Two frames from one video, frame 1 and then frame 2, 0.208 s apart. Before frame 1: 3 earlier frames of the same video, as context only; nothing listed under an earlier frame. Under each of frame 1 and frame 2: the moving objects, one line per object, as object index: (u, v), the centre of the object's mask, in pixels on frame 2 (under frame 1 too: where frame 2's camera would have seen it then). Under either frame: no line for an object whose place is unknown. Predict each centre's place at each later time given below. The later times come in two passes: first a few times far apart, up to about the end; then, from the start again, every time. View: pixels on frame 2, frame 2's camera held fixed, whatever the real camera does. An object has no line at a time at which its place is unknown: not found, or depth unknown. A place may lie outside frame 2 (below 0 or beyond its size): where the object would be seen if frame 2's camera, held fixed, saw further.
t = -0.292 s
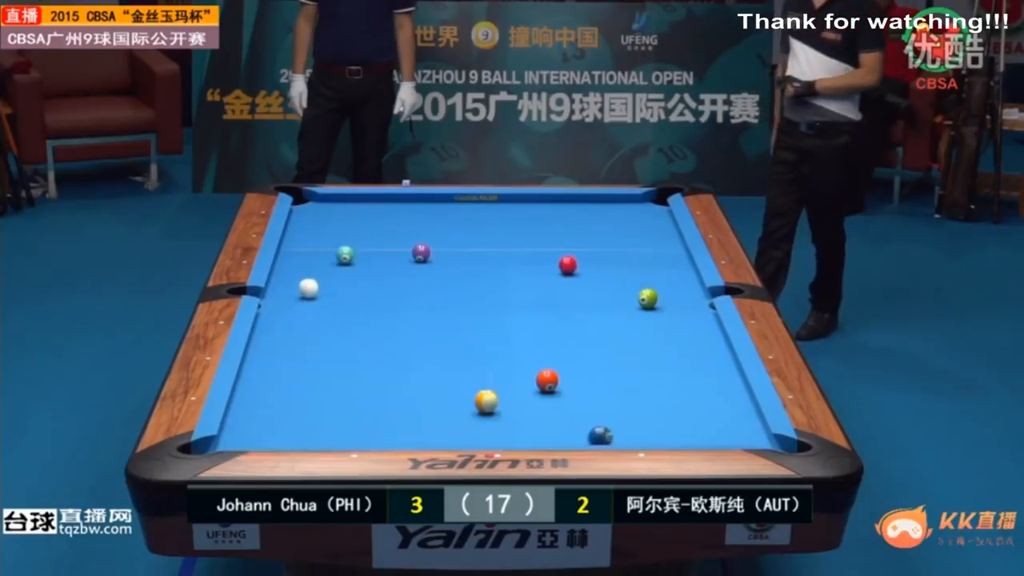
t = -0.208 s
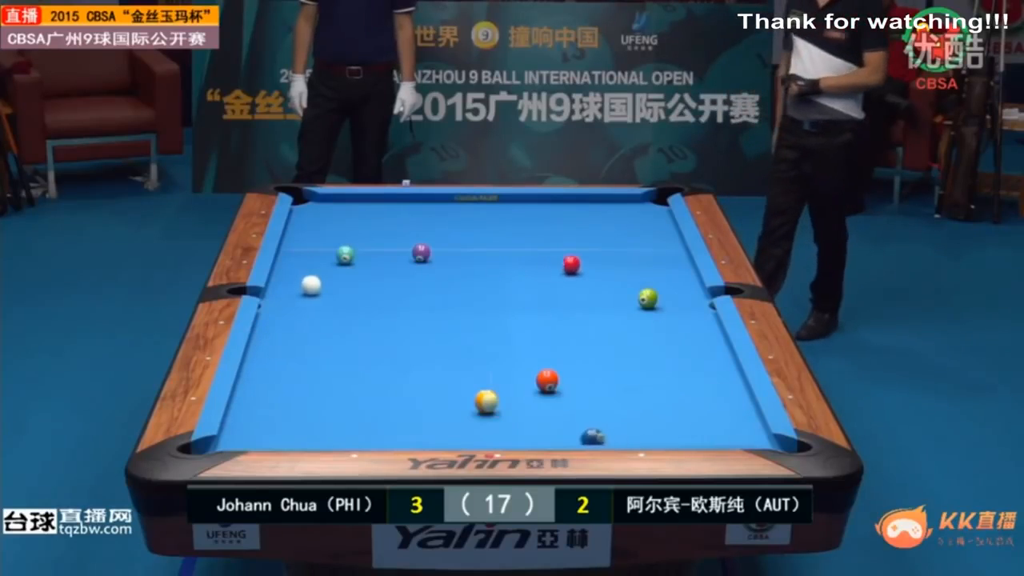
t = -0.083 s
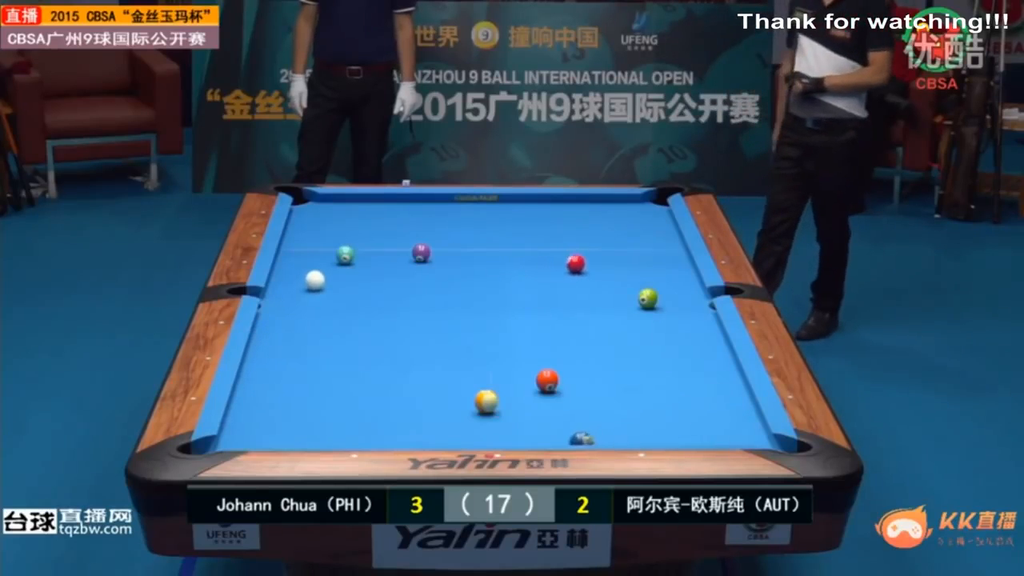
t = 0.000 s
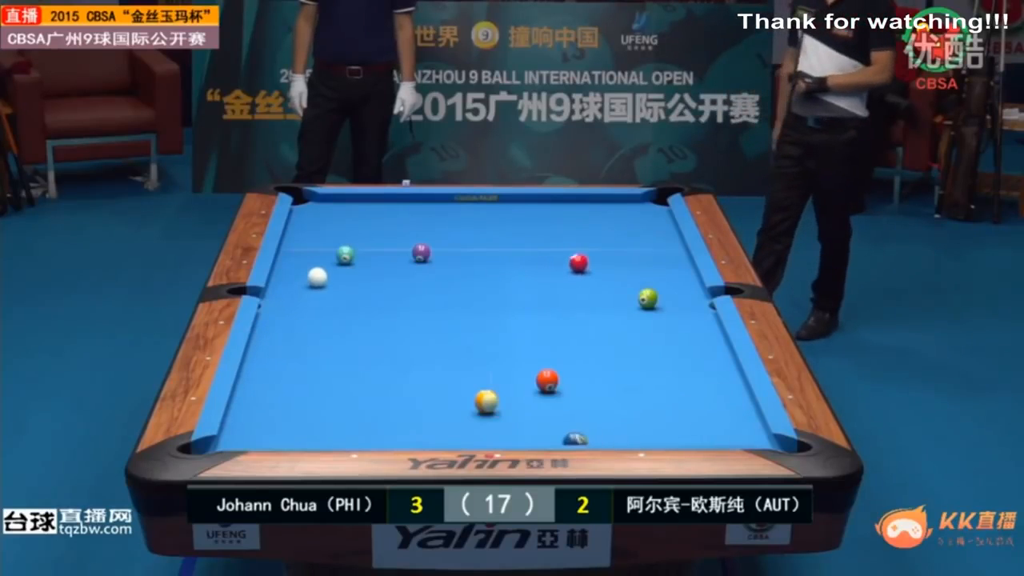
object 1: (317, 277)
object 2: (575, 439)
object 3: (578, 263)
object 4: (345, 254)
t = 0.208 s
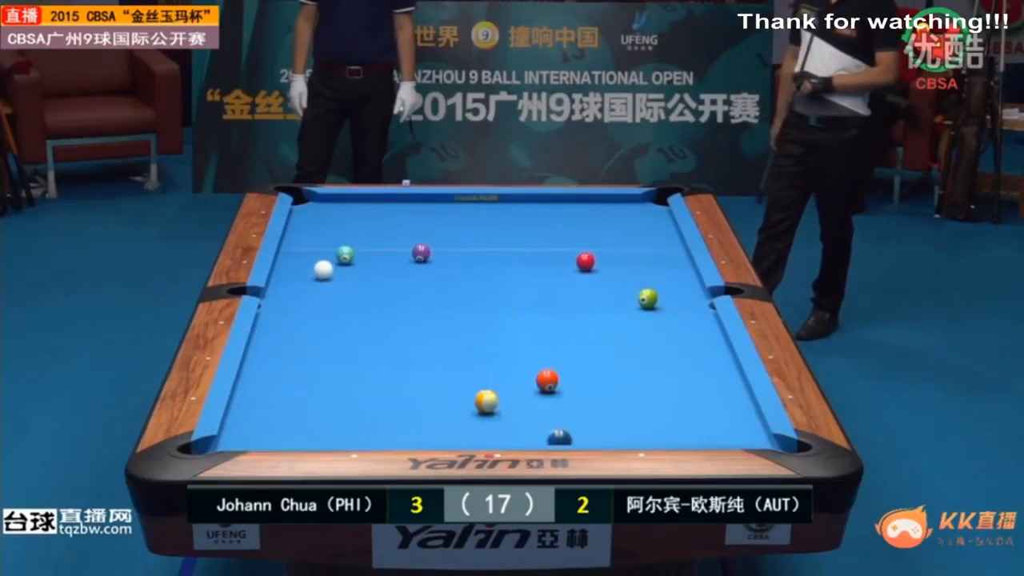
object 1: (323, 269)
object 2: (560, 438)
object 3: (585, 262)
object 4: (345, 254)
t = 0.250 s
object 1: (324, 268)
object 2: (557, 437)
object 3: (587, 261)
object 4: (345, 255)
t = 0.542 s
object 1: (331, 258)
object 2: (536, 435)
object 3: (596, 260)
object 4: (347, 254)
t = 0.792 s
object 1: (325, 255)
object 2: (522, 433)
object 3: (602, 258)
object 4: (356, 251)
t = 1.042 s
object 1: (319, 252)
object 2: (509, 432)
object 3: (608, 258)
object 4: (364, 249)
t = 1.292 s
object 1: (314, 249)
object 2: (499, 430)
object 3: (612, 257)
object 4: (371, 246)
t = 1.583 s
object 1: (309, 246)
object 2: (487, 428)
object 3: (617, 256)
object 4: (380, 242)
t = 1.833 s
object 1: (305, 244)
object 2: (480, 427)
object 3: (619, 256)
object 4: (385, 240)
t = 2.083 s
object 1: (302, 243)
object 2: (474, 426)
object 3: (621, 255)
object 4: (390, 238)
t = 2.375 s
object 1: (299, 241)
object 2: (470, 425)
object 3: (621, 255)
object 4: (395, 237)
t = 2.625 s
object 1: (296, 240)
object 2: (468, 424)
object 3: (621, 255)
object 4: (397, 235)
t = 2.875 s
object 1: (295, 239)
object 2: (467, 424)
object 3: (621, 255)
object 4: (399, 234)
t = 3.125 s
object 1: (294, 239)
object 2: (467, 424)
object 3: (621, 255)
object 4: (400, 233)
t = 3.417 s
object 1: (294, 239)
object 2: (467, 424)
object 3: (621, 255)
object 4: (401, 233)
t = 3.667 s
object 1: (294, 239)
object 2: (467, 424)
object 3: (621, 255)
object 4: (402, 233)
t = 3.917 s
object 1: (294, 239)
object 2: (467, 424)
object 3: (621, 255)
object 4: (402, 233)
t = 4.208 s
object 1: (294, 239)
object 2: (467, 424)
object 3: (620, 255)
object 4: (402, 233)
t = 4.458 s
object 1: (294, 239)
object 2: (467, 424)
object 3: (620, 255)
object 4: (402, 233)
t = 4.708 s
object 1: (294, 239)
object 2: (467, 424)
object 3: (620, 255)
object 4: (402, 233)
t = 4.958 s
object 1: (294, 239)
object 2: (467, 424)
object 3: (620, 255)
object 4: (402, 233)
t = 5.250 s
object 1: (294, 239)
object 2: (467, 424)
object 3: (620, 255)
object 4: (402, 233)
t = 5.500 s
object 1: (294, 239)
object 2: (467, 424)
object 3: (620, 255)
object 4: (401, 233)
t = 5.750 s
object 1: (294, 239)
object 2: (467, 424)
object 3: (620, 255)
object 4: (401, 233)
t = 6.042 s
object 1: (294, 239)
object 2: (467, 424)
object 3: (620, 255)
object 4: (401, 233)
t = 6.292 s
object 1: (294, 239)
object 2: (467, 424)
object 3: (620, 255)
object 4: (401, 233)
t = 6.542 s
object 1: (294, 239)
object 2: (467, 424)
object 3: (620, 255)
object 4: (401, 233)
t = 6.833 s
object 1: (294, 239)
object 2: (467, 424)
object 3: (620, 255)
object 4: (401, 233)
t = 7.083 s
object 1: (294, 239)
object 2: (467, 424)
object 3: (620, 255)
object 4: (401, 233)
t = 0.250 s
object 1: (324, 268)
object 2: (557, 437)
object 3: (587, 261)
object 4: (345, 255)
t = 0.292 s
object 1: (325, 267)
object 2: (554, 437)
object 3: (588, 261)
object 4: (345, 255)
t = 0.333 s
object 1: (326, 265)
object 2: (552, 437)
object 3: (589, 261)
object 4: (345, 255)
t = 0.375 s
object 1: (328, 264)
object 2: (549, 436)
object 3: (590, 261)
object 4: (345, 255)
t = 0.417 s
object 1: (329, 263)
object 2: (546, 436)
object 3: (592, 260)
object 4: (346, 255)
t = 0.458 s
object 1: (331, 260)
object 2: (541, 436)
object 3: (594, 260)
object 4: (346, 255)
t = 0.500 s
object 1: (332, 259)
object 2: (538, 435)
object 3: (595, 260)
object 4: (347, 255)
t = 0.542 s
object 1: (331, 258)
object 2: (536, 435)
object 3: (596, 260)
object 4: (347, 254)
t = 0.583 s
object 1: (330, 258)
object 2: (533, 435)
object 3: (598, 260)
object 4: (348, 254)
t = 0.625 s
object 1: (329, 257)
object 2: (531, 435)
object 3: (598, 259)
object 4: (349, 254)
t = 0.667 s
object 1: (328, 256)
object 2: (528, 434)
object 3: (600, 259)
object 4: (351, 253)
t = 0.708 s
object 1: (327, 256)
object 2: (526, 434)
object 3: (600, 259)
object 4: (353, 252)
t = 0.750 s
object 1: (326, 256)
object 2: (524, 434)
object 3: (602, 259)
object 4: (354, 252)
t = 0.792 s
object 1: (325, 255)
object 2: (522, 433)
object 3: (602, 258)
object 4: (356, 251)
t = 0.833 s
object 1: (324, 254)
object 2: (519, 433)
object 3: (603, 258)
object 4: (357, 251)
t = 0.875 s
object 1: (323, 254)
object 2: (517, 433)
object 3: (604, 258)
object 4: (359, 250)
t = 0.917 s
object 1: (322, 253)
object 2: (515, 433)
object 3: (605, 258)
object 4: (360, 250)
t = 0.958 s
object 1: (321, 253)
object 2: (513, 432)
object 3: (606, 258)
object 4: (362, 249)
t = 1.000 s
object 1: (320, 252)
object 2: (511, 432)
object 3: (607, 258)
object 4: (363, 249)
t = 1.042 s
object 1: (319, 252)
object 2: (509, 432)
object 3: (608, 258)
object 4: (364, 249)
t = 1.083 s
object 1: (318, 251)
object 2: (507, 432)
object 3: (608, 258)
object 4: (365, 248)
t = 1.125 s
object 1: (318, 251)
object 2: (506, 432)
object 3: (609, 257)
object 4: (367, 248)
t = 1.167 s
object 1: (317, 251)
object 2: (504, 432)
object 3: (610, 257)
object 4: (368, 247)
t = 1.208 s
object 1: (316, 250)
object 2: (502, 431)
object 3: (611, 257)
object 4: (369, 247)
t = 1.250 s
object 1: (315, 250)
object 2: (501, 431)
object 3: (611, 257)
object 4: (370, 246)
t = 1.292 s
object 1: (314, 249)
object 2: (499, 430)
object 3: (612, 257)
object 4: (371, 246)
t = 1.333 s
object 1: (314, 249)
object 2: (497, 430)
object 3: (613, 257)
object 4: (372, 245)
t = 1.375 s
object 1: (313, 248)
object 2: (496, 430)
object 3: (613, 257)
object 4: (374, 245)
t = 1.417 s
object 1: (312, 248)
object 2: (494, 430)
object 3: (614, 256)
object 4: (375, 244)
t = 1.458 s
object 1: (311, 248)
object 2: (491, 429)
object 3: (615, 256)
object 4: (377, 244)
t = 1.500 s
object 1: (310, 247)
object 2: (490, 429)
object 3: (616, 256)
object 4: (378, 243)
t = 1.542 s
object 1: (309, 247)
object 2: (488, 428)
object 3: (616, 256)
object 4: (379, 243)
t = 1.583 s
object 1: (309, 246)
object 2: (487, 428)
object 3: (617, 256)
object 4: (380, 242)
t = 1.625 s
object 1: (308, 246)
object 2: (486, 428)
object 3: (617, 256)
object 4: (381, 242)
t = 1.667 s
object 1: (307, 245)
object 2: (484, 428)
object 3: (618, 256)
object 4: (382, 242)
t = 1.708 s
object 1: (307, 245)
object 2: (483, 427)
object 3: (618, 256)
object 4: (383, 241)
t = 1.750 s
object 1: (306, 245)
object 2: (482, 427)
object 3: (618, 256)
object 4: (384, 241)
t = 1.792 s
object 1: (306, 245)
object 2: (481, 427)
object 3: (619, 256)
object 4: (385, 241)
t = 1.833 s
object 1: (305, 244)
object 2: (480, 427)
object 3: (619, 256)
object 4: (385, 240)
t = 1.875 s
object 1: (304, 244)
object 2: (479, 427)
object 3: (620, 255)
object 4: (386, 240)
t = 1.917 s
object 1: (304, 244)
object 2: (478, 427)
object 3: (620, 255)
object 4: (387, 240)
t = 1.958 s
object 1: (303, 244)
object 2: (477, 426)
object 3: (620, 255)
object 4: (388, 239)
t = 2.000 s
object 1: (303, 243)
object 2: (476, 426)
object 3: (620, 255)
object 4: (389, 239)
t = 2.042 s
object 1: (302, 243)
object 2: (475, 426)
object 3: (620, 255)
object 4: (389, 239)
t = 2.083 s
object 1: (302, 243)
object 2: (474, 426)
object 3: (621, 255)
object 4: (390, 238)
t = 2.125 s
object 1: (301, 243)
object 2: (473, 426)
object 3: (621, 255)
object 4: (391, 238)
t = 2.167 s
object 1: (301, 242)
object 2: (473, 426)
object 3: (621, 255)
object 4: (391, 238)
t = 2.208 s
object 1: (300, 242)
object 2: (472, 425)
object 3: (621, 255)
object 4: (392, 238)
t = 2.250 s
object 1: (300, 242)
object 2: (471, 425)
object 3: (621, 255)
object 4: (393, 237)
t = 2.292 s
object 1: (299, 242)
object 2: (471, 425)
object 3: (621, 255)
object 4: (393, 237)
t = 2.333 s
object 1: (299, 241)
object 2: (471, 425)
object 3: (621, 255)
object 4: (394, 237)
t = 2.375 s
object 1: (299, 241)
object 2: (470, 425)
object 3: (621, 255)
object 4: (395, 237)
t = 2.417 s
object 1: (298, 241)
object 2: (470, 425)
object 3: (621, 255)
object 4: (395, 237)
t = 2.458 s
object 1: (298, 241)
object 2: (469, 424)
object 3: (621, 255)
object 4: (396, 236)
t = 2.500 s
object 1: (297, 241)
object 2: (469, 424)
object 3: (621, 255)
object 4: (396, 236)
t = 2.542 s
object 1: (297, 240)
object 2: (468, 424)
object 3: (621, 255)
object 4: (397, 236)
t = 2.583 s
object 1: (297, 240)
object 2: (468, 424)
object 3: (621, 255)
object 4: (397, 236)
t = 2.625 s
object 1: (296, 240)
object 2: (468, 424)
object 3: (621, 255)
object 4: (397, 235)
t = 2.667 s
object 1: (296, 240)
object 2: (468, 424)
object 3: (621, 255)
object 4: (398, 235)
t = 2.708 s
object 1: (296, 240)
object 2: (468, 424)
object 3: (621, 255)
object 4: (398, 235)
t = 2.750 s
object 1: (296, 240)
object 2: (467, 424)
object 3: (621, 255)
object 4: (398, 235)
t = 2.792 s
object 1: (296, 240)
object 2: (467, 424)
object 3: (621, 255)
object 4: (398, 235)
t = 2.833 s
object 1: (296, 240)
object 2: (467, 424)
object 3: (621, 255)
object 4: (399, 234)
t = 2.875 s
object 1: (295, 239)
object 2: (467, 424)
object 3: (621, 255)
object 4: (399, 234)
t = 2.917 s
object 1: (295, 239)
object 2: (467, 424)
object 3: (621, 255)
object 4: (399, 234)
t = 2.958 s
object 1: (295, 239)
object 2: (467, 424)
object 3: (621, 255)
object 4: (399, 234)
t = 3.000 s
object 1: (295, 239)
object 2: (467, 424)
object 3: (621, 255)
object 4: (399, 234)
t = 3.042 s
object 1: (295, 239)
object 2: (467, 424)
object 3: (621, 255)
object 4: (400, 234)
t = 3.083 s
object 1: (295, 239)
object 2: (467, 424)
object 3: (621, 255)
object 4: (400, 233)
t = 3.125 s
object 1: (294, 239)
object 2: (467, 424)
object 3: (621, 255)
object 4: (400, 233)
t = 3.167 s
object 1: (294, 239)
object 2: (467, 424)
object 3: (621, 255)
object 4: (400, 233)
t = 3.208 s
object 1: (294, 239)
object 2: (467, 424)
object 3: (621, 255)
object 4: (401, 233)
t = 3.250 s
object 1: (294, 239)
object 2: (467, 424)
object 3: (621, 255)
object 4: (401, 233)
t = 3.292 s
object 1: (294, 239)
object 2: (467, 424)
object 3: (621, 255)
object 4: (401, 233)
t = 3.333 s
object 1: (294, 239)
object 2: (467, 424)
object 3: (621, 255)
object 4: (401, 233)
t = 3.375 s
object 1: (294, 239)
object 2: (467, 424)
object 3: (621, 255)
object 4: (401, 233)
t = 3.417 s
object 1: (294, 239)
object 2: (467, 424)
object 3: (621, 255)
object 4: (401, 233)
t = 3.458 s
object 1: (294, 239)
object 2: (467, 424)
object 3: (621, 255)
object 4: (401, 233)
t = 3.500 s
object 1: (294, 239)
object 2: (467, 424)
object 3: (621, 255)
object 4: (401, 233)
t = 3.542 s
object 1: (294, 239)
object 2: (467, 424)
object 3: (621, 255)
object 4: (401, 233)
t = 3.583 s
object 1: (294, 239)
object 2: (467, 424)
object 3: (621, 255)
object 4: (402, 233)
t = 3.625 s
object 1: (294, 239)
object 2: (467, 424)
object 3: (621, 255)
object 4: (402, 233)
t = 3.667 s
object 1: (294, 239)
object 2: (467, 424)
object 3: (621, 255)
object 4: (402, 233)
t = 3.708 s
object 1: (294, 239)
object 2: (467, 424)
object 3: (621, 255)
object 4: (402, 233)
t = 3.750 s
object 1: (294, 239)
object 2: (467, 424)
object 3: (621, 255)
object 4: (401, 233)
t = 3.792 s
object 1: (294, 239)
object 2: (467, 424)
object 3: (621, 255)
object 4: (401, 233)
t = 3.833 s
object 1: (294, 239)
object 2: (467, 424)
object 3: (621, 255)
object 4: (402, 233)
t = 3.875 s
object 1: (294, 239)
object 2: (467, 424)
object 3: (621, 255)
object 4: (402, 233)
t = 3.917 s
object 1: (294, 239)
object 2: (467, 424)
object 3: (621, 255)
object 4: (402, 233)
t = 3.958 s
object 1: (294, 239)
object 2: (467, 424)
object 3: (621, 255)
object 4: (402, 233)
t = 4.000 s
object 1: (294, 239)
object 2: (467, 424)
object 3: (621, 255)
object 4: (402, 233)
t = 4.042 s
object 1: (294, 239)
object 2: (467, 424)
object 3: (621, 255)
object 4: (402, 233)
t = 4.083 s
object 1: (294, 239)
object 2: (467, 424)
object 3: (621, 255)
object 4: (402, 233)
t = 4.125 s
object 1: (294, 239)
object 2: (467, 424)
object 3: (621, 255)
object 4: (402, 233)
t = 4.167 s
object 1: (294, 239)
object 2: (467, 424)
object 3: (621, 255)
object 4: (401, 233)
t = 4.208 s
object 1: (294, 239)
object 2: (467, 424)
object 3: (620, 255)
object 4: (402, 233)
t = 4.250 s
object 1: (294, 239)
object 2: (467, 424)
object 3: (621, 255)
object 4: (402, 233)
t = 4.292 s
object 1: (294, 239)
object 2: (467, 424)
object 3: (620, 255)
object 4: (402, 233)
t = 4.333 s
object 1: (294, 239)
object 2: (467, 424)
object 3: (620, 255)
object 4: (401, 233)
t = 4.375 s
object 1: (294, 239)
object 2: (467, 424)
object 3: (620, 255)
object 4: (402, 233)
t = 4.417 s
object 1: (294, 239)
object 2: (467, 424)
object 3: (620, 255)
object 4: (402, 233)
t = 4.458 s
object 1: (294, 239)
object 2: (467, 424)
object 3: (620, 255)
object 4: (402, 233)
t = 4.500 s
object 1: (294, 239)
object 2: (467, 424)
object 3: (620, 255)
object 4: (402, 233)
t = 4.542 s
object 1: (294, 239)
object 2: (467, 424)
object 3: (620, 255)
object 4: (402, 233)
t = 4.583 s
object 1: (294, 239)
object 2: (467, 424)
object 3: (620, 255)
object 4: (402, 233)
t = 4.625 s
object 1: (294, 239)
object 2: (467, 424)
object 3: (620, 255)
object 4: (402, 233)
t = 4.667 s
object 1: (294, 239)
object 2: (467, 424)
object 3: (620, 255)
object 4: (402, 233)
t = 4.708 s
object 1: (294, 239)
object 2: (467, 424)
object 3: (620, 255)
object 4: (402, 233)
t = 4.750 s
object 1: (294, 239)
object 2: (467, 424)
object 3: (620, 255)
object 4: (402, 233)
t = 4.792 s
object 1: (294, 239)
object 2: (467, 424)
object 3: (620, 255)
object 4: (402, 233)
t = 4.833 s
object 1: (294, 239)
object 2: (467, 424)
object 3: (620, 255)
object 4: (402, 233)
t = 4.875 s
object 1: (294, 239)
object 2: (467, 424)
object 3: (620, 255)
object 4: (402, 233)
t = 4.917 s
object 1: (294, 239)
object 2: (467, 424)
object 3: (620, 255)
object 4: (402, 233)
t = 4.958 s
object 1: (294, 239)
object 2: (467, 424)
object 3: (620, 255)
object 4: (402, 233)
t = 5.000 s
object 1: (294, 239)
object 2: (467, 424)
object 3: (620, 255)
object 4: (402, 233)
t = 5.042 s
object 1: (294, 239)
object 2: (467, 424)
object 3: (620, 255)
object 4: (402, 233)
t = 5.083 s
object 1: (294, 239)
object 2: (467, 424)
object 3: (620, 255)
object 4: (402, 233)
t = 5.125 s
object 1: (294, 239)
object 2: (467, 424)
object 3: (620, 255)
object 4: (402, 233)
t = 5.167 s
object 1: (294, 239)
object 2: (467, 424)
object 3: (620, 255)
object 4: (402, 233)
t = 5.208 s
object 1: (294, 239)
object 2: (467, 424)
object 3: (620, 255)
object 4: (402, 233)
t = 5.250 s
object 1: (294, 239)
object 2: (467, 424)
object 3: (620, 255)
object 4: (402, 233)
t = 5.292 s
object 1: (294, 239)
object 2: (467, 424)
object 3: (620, 255)
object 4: (402, 233)
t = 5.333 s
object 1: (294, 239)
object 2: (467, 424)
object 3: (620, 255)
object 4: (402, 233)
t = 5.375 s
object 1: (294, 239)
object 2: (467, 424)
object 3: (620, 255)
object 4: (401, 233)
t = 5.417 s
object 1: (294, 239)
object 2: (467, 424)
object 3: (620, 255)
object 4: (402, 233)
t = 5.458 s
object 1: (294, 239)
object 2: (467, 424)
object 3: (620, 255)
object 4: (401, 233)
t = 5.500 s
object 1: (294, 239)
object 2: (467, 424)
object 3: (620, 255)
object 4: (401, 233)
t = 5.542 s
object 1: (294, 239)
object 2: (467, 424)
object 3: (620, 255)
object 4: (401, 233)
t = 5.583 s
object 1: (294, 239)
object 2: (467, 424)
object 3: (620, 255)
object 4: (401, 233)
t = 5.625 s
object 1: (294, 239)
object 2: (467, 424)
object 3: (620, 255)
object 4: (401, 233)
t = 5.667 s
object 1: (294, 239)
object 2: (467, 424)
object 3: (620, 255)
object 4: (401, 233)
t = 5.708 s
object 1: (294, 239)
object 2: (467, 424)
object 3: (620, 255)
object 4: (401, 233)
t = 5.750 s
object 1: (294, 239)
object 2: (467, 424)
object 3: (620, 255)
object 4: (401, 233)
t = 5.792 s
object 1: (294, 239)
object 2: (467, 424)
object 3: (620, 255)
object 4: (401, 233)
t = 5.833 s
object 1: (294, 239)
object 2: (467, 424)
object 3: (620, 255)
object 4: (401, 233)
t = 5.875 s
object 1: (294, 239)
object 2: (467, 424)
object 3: (620, 255)
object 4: (402, 233)
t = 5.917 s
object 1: (294, 239)
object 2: (467, 424)
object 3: (620, 255)
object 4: (401, 233)
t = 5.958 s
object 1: (294, 239)
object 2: (467, 424)
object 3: (620, 255)
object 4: (401, 233)
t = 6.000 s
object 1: (294, 239)
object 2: (467, 424)
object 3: (620, 255)
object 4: (401, 233)
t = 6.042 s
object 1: (294, 239)
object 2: (467, 424)
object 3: (620, 255)
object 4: (401, 233)
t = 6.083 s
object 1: (294, 239)
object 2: (467, 424)
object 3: (620, 255)
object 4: (401, 233)
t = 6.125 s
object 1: (294, 239)
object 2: (467, 424)
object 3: (620, 255)
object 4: (401, 233)
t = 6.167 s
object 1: (294, 239)
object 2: (467, 424)
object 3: (620, 255)
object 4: (401, 233)
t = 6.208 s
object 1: (294, 239)
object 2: (467, 424)
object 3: (620, 255)
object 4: (401, 233)
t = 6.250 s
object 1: (294, 239)
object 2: (467, 424)
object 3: (620, 255)
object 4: (401, 233)
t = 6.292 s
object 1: (294, 239)
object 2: (467, 424)
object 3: (620, 255)
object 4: (401, 233)
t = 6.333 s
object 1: (294, 239)
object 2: (467, 424)
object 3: (620, 255)
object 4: (401, 233)
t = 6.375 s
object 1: (294, 239)
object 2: (467, 424)
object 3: (620, 255)
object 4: (401, 233)
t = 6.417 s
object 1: (294, 239)
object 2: (467, 424)
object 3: (620, 255)
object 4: (401, 233)
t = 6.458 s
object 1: (294, 239)
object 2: (467, 424)
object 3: (620, 255)
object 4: (401, 233)
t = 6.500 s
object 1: (294, 239)
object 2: (467, 424)
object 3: (620, 255)
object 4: (401, 233)
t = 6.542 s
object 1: (294, 239)
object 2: (467, 424)
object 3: (620, 255)
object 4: (401, 233)
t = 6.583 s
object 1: (294, 239)
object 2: (467, 424)
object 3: (620, 255)
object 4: (401, 233)
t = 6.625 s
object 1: (294, 239)
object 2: (467, 424)
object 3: (620, 255)
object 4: (401, 233)
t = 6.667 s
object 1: (294, 239)
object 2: (467, 424)
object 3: (620, 255)
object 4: (401, 233)
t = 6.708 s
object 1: (294, 239)
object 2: (467, 424)
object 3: (620, 255)
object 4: (401, 233)
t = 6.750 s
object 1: (294, 239)
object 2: (467, 424)
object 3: (620, 255)
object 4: (401, 233)
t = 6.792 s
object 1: (294, 239)
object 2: (467, 424)
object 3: (620, 255)
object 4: (401, 233)
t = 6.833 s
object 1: (294, 239)
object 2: (467, 424)
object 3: (620, 255)
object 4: (401, 233)
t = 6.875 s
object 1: (294, 239)
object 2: (467, 424)
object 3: (620, 255)
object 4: (401, 233)
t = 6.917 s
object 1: (294, 239)
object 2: (467, 424)
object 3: (620, 255)
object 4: (401, 233)
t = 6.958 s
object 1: (294, 239)
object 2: (467, 424)
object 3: (620, 255)
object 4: (401, 233)
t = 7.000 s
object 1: (294, 239)
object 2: (467, 424)
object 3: (620, 255)
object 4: (401, 233)
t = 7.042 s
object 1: (294, 239)
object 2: (467, 424)
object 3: (620, 255)
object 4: (401, 233)
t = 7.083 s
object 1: (294, 239)
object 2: (467, 424)
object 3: (620, 255)
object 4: (401, 233)
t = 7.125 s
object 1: (294, 239)
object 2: (467, 424)
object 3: (620, 255)
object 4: (401, 233)
